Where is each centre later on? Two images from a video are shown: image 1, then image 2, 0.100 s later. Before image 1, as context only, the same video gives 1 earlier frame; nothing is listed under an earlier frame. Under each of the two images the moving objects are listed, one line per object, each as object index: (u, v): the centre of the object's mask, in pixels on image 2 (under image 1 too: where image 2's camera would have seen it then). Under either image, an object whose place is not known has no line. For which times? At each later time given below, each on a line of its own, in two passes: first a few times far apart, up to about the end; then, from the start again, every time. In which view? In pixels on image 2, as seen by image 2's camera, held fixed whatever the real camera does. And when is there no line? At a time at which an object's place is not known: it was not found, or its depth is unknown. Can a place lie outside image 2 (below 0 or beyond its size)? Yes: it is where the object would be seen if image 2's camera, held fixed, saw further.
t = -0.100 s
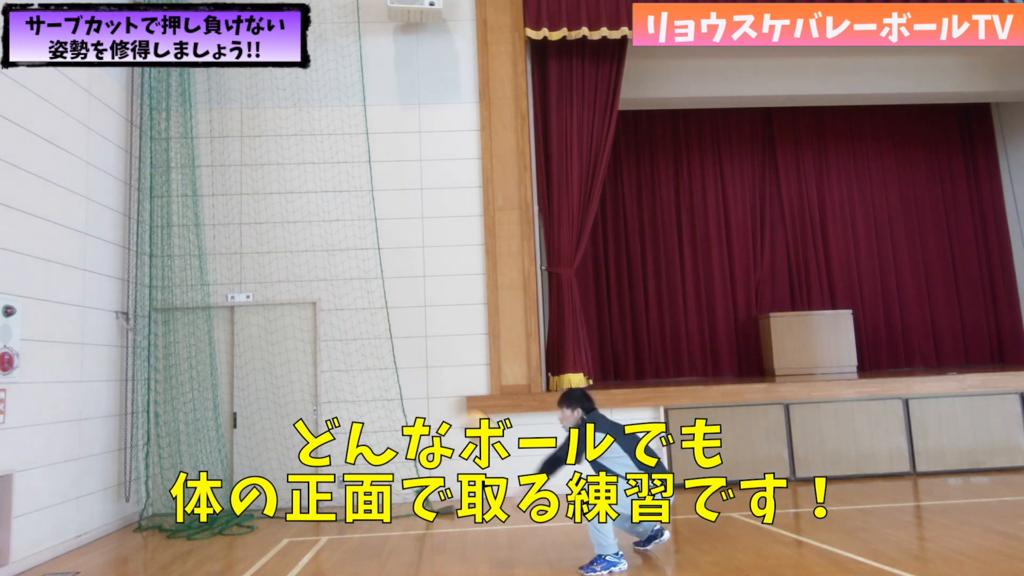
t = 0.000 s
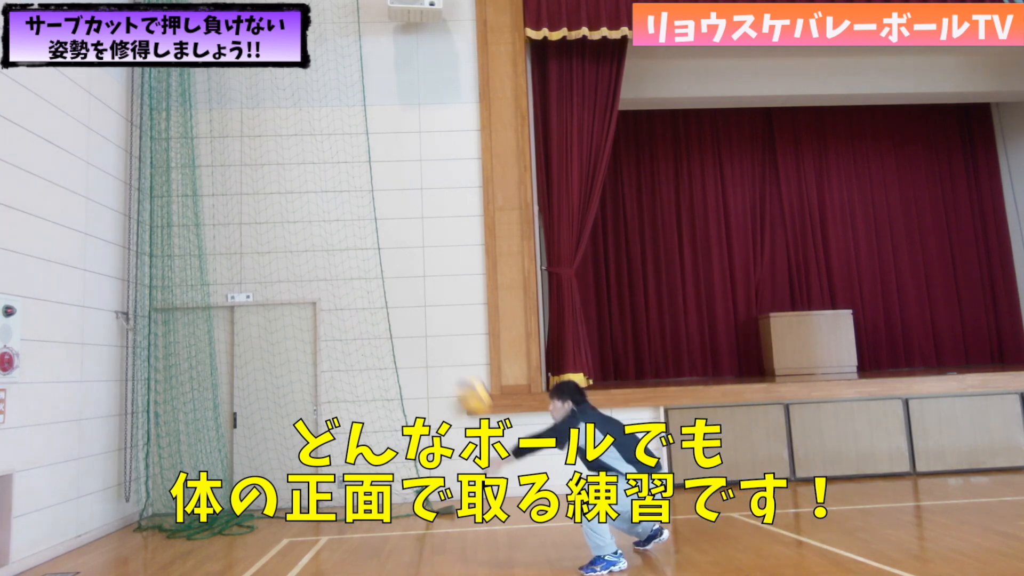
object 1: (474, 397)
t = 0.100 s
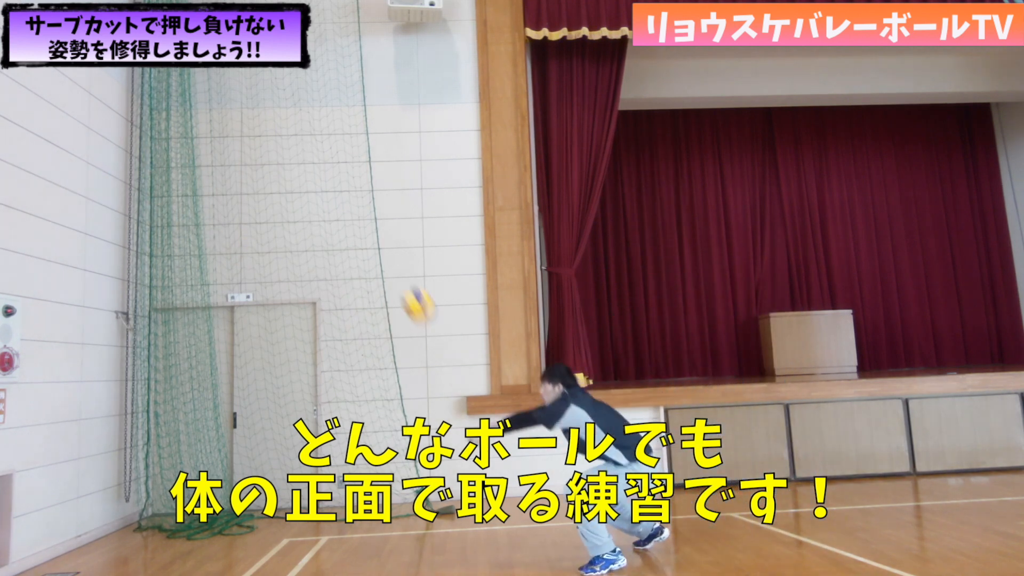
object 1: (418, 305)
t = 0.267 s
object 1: (332, 189)
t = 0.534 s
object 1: (207, 89)
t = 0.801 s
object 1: (88, 81)
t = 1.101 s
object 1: (103, 164)
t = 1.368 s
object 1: (197, 326)
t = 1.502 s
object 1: (243, 446)
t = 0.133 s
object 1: (400, 278)
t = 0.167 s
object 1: (384, 254)
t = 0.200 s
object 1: (366, 230)
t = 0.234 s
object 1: (349, 209)
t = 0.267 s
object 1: (332, 189)
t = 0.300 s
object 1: (316, 172)
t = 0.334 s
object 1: (299, 155)
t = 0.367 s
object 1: (284, 141)
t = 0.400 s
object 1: (268, 128)
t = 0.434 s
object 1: (253, 116)
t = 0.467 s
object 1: (238, 106)
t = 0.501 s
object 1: (222, 97)
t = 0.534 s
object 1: (207, 89)
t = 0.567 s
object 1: (192, 83)
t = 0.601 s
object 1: (178, 80)
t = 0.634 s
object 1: (163, 79)
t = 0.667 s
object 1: (148, 77)
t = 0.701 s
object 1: (133, 77)
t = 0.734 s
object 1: (119, 77)
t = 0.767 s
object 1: (102, 79)
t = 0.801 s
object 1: (88, 81)
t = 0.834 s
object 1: (73, 86)
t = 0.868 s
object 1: (59, 92)
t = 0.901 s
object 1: (43, 101)
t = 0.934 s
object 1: (40, 109)
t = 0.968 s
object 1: (54, 117)
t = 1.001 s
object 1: (66, 127)
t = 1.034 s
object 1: (78, 137)
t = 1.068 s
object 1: (91, 150)
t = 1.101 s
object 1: (103, 164)
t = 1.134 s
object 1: (114, 178)
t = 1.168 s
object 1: (127, 195)
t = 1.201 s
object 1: (139, 213)
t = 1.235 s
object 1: (151, 232)
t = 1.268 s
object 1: (163, 254)
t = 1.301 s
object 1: (173, 275)
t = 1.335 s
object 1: (186, 300)
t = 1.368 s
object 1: (197, 326)
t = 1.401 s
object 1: (209, 354)
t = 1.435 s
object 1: (220, 382)
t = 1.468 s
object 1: (231, 413)
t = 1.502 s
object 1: (243, 446)
